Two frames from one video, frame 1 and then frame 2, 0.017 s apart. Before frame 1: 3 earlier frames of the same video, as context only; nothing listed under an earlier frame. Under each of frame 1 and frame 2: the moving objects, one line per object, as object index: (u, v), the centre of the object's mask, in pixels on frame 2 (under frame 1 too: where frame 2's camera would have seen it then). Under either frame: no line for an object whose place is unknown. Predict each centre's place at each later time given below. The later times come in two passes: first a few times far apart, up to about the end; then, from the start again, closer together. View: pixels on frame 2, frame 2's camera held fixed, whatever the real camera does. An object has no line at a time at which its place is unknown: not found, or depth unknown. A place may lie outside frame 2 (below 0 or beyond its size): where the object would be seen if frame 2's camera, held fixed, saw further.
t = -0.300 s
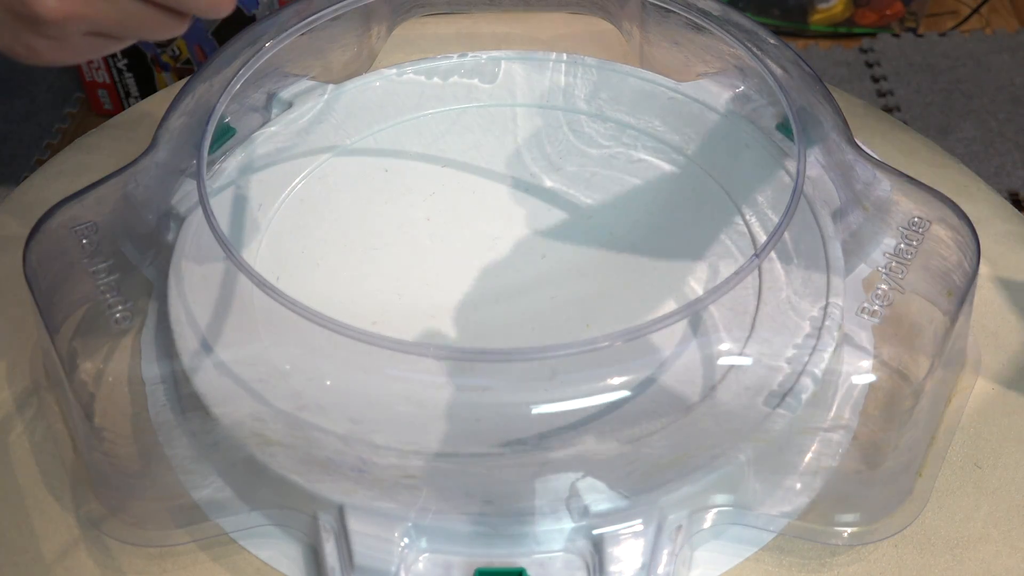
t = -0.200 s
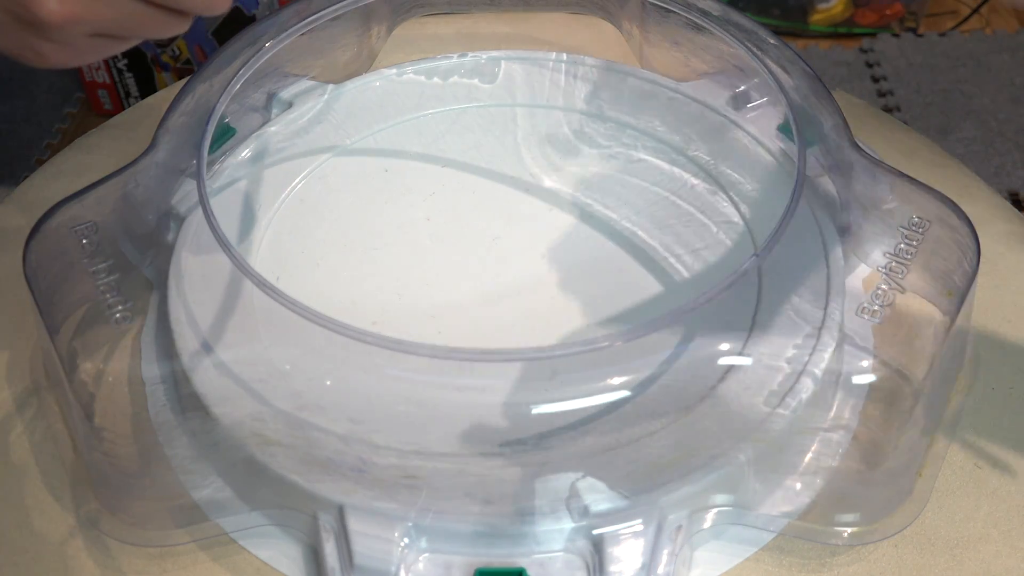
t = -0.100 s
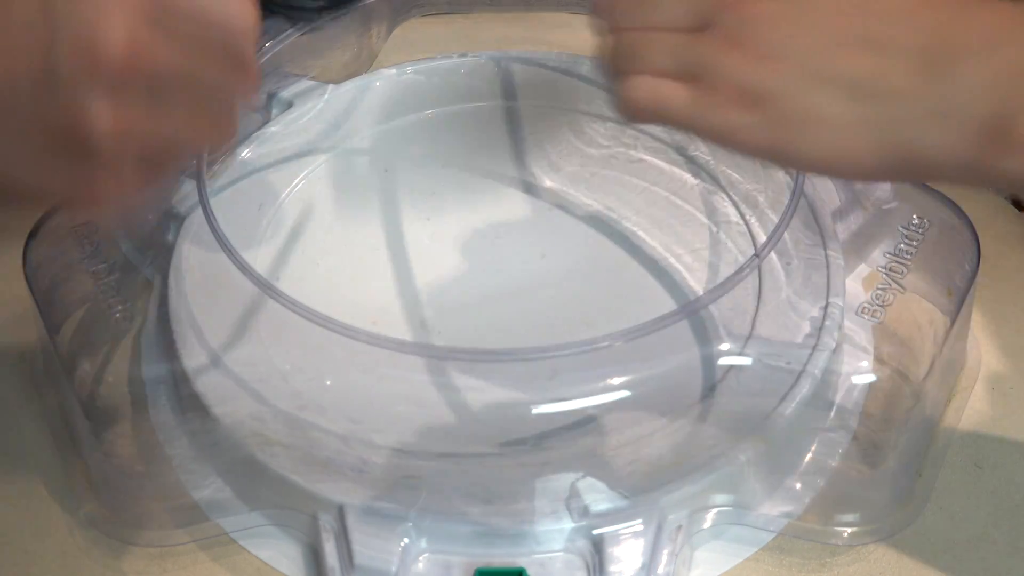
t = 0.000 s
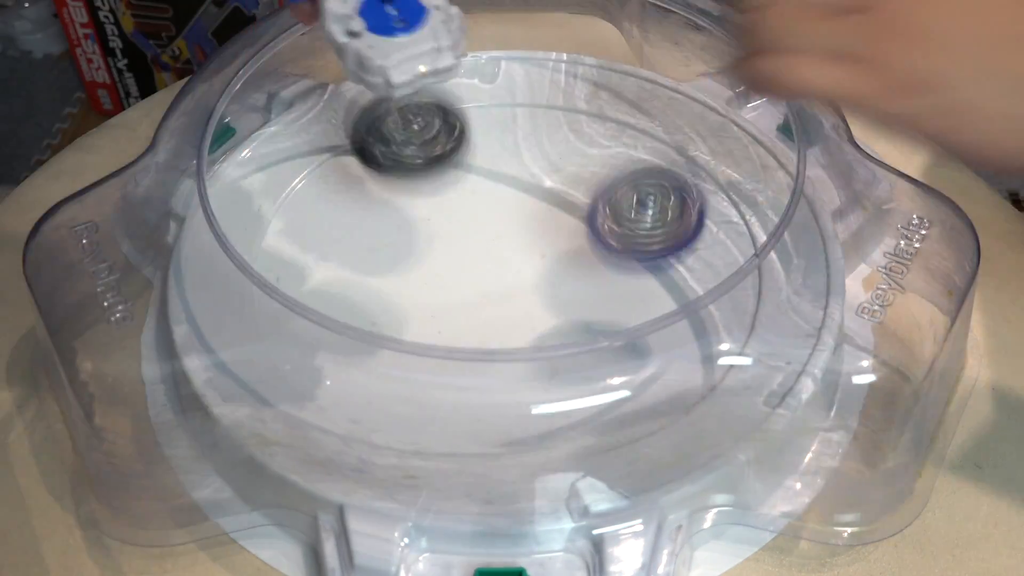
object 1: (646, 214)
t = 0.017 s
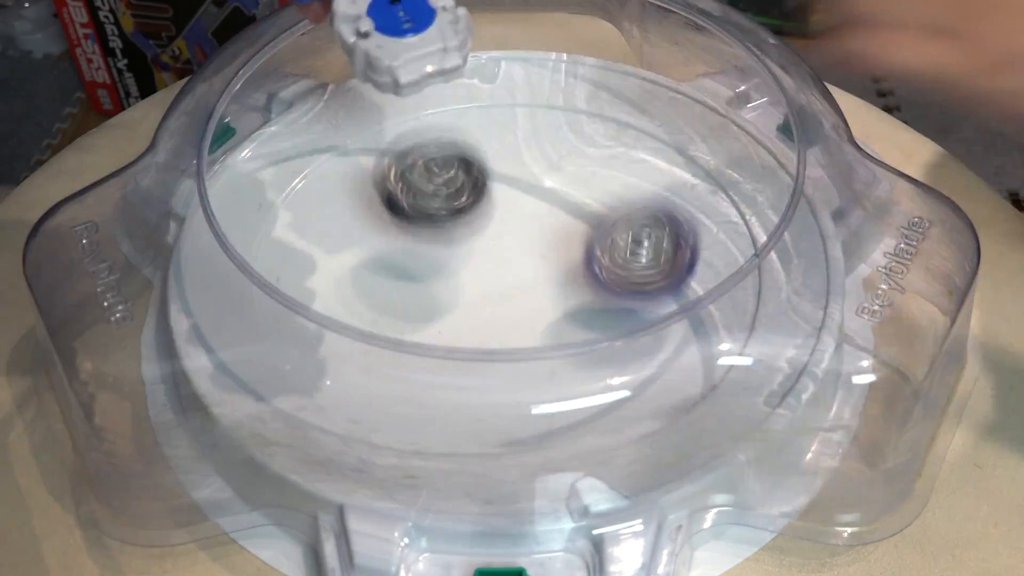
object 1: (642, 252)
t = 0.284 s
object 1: (346, 241)
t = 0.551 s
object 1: (340, 148)
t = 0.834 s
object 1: (604, 170)
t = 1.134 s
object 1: (514, 401)
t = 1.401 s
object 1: (274, 278)
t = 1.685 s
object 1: (521, 82)
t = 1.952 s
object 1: (816, 265)
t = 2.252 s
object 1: (422, 447)
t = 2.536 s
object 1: (305, 174)
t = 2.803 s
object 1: (674, 131)
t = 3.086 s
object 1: (386, 430)
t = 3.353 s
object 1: (316, 214)
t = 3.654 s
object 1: (725, 173)
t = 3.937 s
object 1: (526, 426)
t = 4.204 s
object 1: (285, 163)
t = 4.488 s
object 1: (599, 111)
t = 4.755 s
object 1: (724, 309)
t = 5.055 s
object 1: (385, 363)
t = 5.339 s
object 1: (410, 195)
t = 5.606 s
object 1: (613, 207)
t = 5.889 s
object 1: (468, 310)
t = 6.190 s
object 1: (353, 132)
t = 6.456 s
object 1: (456, 72)
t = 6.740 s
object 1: (612, 195)
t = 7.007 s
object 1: (586, 295)
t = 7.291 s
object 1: (388, 278)
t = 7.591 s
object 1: (395, 311)
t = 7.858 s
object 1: (465, 311)
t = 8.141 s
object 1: (387, 297)
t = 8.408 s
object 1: (440, 212)
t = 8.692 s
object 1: (457, 104)
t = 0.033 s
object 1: (629, 271)
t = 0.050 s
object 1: (611, 265)
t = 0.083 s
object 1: (574, 262)
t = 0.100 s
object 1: (555, 267)
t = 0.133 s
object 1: (513, 281)
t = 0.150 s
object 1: (494, 278)
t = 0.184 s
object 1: (453, 278)
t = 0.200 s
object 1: (434, 273)
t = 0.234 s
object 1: (395, 264)
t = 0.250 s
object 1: (378, 256)
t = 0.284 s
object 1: (346, 241)
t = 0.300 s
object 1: (333, 235)
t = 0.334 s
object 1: (310, 219)
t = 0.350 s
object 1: (301, 210)
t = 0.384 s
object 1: (287, 193)
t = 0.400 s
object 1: (283, 182)
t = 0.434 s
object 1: (285, 170)
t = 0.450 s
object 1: (287, 165)
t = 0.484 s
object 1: (299, 156)
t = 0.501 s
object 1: (308, 153)
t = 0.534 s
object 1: (327, 148)
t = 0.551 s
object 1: (340, 148)
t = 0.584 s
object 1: (368, 144)
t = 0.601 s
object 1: (383, 143)
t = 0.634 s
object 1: (415, 142)
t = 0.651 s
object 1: (431, 140)
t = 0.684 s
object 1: (465, 139)
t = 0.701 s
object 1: (482, 138)
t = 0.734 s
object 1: (516, 140)
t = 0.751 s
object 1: (532, 140)
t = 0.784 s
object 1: (564, 148)
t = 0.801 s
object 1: (578, 153)
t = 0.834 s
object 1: (604, 170)
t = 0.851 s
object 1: (614, 181)
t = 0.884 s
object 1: (630, 202)
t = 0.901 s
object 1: (636, 216)
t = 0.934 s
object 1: (643, 244)
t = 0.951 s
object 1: (643, 259)
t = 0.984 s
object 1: (635, 285)
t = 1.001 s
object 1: (631, 300)
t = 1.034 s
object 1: (613, 332)
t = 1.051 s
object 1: (601, 344)
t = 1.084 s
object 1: (571, 366)
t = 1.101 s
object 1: (553, 379)
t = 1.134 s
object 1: (514, 401)
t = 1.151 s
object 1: (492, 404)
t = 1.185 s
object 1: (449, 408)
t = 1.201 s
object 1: (427, 408)
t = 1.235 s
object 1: (384, 403)
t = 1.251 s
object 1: (363, 398)
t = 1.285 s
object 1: (333, 380)
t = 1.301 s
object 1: (321, 364)
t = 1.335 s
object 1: (301, 339)
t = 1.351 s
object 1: (292, 324)
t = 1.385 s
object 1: (278, 292)
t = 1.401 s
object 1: (274, 278)
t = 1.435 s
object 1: (270, 244)
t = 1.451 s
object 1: (270, 229)
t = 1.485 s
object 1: (273, 195)
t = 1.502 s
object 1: (286, 181)
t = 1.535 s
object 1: (312, 156)
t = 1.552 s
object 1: (327, 142)
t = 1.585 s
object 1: (362, 119)
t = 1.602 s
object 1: (381, 109)
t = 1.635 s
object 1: (429, 88)
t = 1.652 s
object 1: (459, 83)
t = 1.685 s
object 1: (521, 82)
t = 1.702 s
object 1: (551, 87)
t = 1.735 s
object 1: (611, 102)
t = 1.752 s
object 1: (643, 95)
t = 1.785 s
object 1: (705, 106)
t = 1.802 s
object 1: (722, 124)
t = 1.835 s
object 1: (743, 165)
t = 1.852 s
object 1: (746, 188)
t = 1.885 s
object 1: (777, 206)
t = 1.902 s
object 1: (789, 221)
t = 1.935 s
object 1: (807, 246)
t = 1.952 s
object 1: (816, 265)
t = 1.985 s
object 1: (811, 289)
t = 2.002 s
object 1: (806, 304)
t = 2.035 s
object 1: (786, 335)
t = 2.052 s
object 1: (770, 348)
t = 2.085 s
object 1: (734, 378)
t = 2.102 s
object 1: (712, 392)
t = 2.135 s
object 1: (663, 416)
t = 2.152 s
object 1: (631, 425)
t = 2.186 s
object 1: (566, 437)
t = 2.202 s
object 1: (529, 444)
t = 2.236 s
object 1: (459, 452)
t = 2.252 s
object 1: (422, 447)
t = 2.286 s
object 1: (353, 427)
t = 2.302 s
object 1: (324, 416)
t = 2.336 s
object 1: (269, 380)
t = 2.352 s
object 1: (244, 361)
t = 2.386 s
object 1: (203, 322)
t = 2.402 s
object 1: (189, 302)
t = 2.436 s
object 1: (188, 255)
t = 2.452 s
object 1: (194, 239)
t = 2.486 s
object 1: (241, 212)
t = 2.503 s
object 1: (264, 199)
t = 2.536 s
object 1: (305, 174)
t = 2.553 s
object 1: (328, 163)
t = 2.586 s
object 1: (371, 139)
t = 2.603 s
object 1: (393, 128)
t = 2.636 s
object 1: (442, 111)
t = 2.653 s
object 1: (466, 104)
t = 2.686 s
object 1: (514, 94)
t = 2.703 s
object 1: (539, 90)
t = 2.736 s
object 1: (589, 91)
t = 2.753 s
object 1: (613, 94)
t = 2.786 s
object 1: (656, 116)
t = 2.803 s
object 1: (674, 131)
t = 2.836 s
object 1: (715, 169)
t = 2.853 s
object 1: (728, 191)
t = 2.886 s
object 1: (744, 242)
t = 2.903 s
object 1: (743, 269)
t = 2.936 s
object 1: (721, 329)
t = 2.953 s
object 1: (701, 357)
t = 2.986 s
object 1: (642, 396)
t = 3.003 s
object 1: (603, 416)
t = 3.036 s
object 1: (517, 431)
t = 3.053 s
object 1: (468, 433)
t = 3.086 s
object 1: (386, 430)
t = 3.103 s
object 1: (344, 424)
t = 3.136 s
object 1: (288, 389)
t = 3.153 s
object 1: (268, 373)
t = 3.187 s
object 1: (229, 335)
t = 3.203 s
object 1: (216, 318)
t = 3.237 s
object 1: (195, 277)
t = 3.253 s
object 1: (191, 258)
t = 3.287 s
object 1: (218, 237)
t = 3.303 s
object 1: (242, 230)
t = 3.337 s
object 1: (293, 223)
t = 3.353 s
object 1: (316, 214)
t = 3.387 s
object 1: (368, 200)
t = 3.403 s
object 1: (394, 191)
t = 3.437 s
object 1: (444, 177)
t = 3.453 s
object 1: (470, 171)
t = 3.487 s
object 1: (519, 160)
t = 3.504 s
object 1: (544, 158)
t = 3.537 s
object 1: (591, 152)
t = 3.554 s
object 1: (615, 153)
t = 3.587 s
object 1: (658, 154)
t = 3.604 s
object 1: (679, 156)
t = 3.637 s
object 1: (714, 165)
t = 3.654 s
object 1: (725, 173)
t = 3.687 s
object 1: (741, 196)
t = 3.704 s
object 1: (745, 211)
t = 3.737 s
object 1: (750, 244)
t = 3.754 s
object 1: (749, 263)
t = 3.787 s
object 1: (742, 299)
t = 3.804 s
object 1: (728, 322)
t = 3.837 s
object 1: (698, 359)
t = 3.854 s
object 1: (675, 377)
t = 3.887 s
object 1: (625, 404)
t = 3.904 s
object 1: (595, 415)
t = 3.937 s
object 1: (526, 426)
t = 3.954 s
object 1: (490, 429)
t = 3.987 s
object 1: (419, 418)
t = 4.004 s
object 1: (384, 408)
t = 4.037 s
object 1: (322, 378)
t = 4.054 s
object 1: (297, 360)
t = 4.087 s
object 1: (254, 322)
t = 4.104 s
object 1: (254, 292)
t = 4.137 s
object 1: (252, 242)
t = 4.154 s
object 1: (256, 216)
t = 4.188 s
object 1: (276, 174)
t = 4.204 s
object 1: (285, 163)
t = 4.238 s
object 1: (308, 147)
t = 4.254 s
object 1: (322, 137)
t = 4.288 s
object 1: (355, 121)
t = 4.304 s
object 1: (374, 113)
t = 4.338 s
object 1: (415, 104)
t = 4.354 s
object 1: (435, 100)
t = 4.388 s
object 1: (477, 97)
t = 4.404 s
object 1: (497, 97)
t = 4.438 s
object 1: (539, 101)
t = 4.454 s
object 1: (559, 104)
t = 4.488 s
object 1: (599, 111)
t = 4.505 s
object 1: (618, 117)
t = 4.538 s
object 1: (653, 131)
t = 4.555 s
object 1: (669, 139)
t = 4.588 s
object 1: (699, 159)
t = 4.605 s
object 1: (713, 169)
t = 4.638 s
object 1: (727, 198)
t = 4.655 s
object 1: (730, 214)
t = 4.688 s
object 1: (736, 247)
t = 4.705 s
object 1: (737, 262)
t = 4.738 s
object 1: (730, 293)
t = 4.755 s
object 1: (724, 309)
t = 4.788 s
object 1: (705, 339)
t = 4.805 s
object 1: (695, 355)
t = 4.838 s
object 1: (661, 376)
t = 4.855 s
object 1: (643, 385)
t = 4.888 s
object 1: (599, 401)
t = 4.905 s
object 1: (576, 405)
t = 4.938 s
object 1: (528, 410)
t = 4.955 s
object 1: (504, 408)
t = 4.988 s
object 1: (460, 403)
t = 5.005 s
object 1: (438, 397)
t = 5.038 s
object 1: (401, 375)
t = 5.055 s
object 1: (385, 363)
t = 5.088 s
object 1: (361, 338)
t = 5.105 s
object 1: (352, 324)
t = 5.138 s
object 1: (342, 305)
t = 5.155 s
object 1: (341, 298)
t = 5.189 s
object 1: (342, 280)
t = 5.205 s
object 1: (344, 273)
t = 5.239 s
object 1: (351, 252)
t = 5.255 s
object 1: (358, 242)
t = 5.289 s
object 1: (376, 222)
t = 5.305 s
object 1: (386, 213)
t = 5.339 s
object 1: (410, 195)
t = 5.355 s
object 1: (424, 189)
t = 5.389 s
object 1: (454, 178)
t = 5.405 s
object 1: (468, 173)
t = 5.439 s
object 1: (499, 168)
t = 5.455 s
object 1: (511, 168)
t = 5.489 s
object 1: (532, 169)
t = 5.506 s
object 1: (544, 171)
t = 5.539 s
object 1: (568, 179)
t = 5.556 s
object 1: (581, 185)
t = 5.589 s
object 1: (603, 199)
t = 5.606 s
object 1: (613, 207)
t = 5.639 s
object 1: (624, 224)
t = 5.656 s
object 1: (622, 232)
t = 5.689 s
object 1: (616, 252)
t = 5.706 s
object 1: (610, 261)
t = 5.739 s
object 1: (595, 280)
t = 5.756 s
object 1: (583, 289)
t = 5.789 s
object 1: (559, 300)
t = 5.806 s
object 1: (545, 305)
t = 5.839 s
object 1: (514, 310)
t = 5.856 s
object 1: (502, 311)
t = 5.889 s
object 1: (468, 310)
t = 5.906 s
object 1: (455, 307)
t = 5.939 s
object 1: (426, 300)
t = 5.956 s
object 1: (415, 295)
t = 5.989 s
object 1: (395, 279)
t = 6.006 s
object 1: (387, 271)
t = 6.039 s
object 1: (377, 252)
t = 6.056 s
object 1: (374, 242)
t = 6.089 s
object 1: (374, 222)
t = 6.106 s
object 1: (376, 213)
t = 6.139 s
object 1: (377, 186)
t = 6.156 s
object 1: (369, 169)
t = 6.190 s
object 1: (353, 132)
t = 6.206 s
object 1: (348, 115)
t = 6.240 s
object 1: (354, 92)
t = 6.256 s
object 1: (357, 87)
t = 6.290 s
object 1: (365, 78)
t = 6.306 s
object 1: (371, 73)
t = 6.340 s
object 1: (389, 69)
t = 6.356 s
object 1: (397, 69)
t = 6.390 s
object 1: (417, 69)
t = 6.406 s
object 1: (427, 68)
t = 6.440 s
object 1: (447, 68)
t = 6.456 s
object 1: (456, 72)
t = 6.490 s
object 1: (477, 78)
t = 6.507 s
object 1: (489, 80)
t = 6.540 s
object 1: (511, 97)
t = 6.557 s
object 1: (524, 104)
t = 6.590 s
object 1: (546, 122)
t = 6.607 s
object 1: (554, 132)
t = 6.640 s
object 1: (571, 153)
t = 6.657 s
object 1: (579, 166)
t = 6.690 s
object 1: (591, 190)
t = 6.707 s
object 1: (597, 197)
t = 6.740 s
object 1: (612, 195)
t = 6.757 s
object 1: (619, 195)
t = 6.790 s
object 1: (627, 198)
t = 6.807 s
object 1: (630, 202)
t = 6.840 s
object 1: (633, 210)
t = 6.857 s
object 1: (633, 215)
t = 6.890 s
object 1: (629, 229)
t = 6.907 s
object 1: (627, 238)
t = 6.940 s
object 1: (618, 257)
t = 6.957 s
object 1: (611, 266)
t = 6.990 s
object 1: (596, 287)
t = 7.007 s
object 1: (586, 295)
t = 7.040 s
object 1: (561, 307)
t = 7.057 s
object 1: (550, 313)
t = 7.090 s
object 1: (520, 317)
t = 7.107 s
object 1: (508, 319)
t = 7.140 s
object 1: (477, 320)
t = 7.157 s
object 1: (462, 318)
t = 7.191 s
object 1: (438, 312)
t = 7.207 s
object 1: (424, 308)
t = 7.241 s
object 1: (406, 297)
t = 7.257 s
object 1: (398, 291)
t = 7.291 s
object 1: (388, 278)
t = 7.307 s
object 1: (384, 270)
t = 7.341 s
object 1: (381, 255)
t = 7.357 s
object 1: (381, 251)
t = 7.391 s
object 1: (377, 266)
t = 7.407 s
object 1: (377, 274)
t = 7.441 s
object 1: (379, 289)
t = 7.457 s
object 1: (382, 294)
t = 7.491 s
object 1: (386, 301)
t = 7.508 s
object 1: (388, 304)
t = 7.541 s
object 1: (389, 312)
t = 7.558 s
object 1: (389, 315)
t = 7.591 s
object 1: (395, 311)
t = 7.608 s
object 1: (397, 311)
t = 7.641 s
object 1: (399, 313)
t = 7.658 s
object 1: (402, 313)
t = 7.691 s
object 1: (407, 313)
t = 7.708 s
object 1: (410, 314)
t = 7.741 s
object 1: (418, 315)
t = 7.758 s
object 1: (423, 315)
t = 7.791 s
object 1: (435, 313)
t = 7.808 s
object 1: (441, 313)
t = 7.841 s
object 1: (457, 313)
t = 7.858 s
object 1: (465, 311)
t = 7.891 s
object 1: (481, 312)
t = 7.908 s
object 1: (491, 311)
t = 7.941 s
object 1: (506, 310)
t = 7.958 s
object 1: (507, 310)
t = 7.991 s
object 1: (474, 317)
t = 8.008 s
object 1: (461, 318)
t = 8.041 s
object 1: (438, 315)
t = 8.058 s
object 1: (427, 313)
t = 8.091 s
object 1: (407, 307)
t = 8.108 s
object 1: (399, 304)
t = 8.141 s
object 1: (387, 297)
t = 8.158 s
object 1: (383, 294)
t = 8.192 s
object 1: (377, 281)
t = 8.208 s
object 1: (375, 274)
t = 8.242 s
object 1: (376, 261)
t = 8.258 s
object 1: (379, 255)
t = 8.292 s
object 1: (387, 243)
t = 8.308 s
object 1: (394, 237)
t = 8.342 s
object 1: (407, 226)
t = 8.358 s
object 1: (414, 222)
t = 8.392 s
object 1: (431, 215)
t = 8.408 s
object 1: (440, 212)
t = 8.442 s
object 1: (425, 182)
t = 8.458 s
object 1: (418, 168)
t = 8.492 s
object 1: (409, 141)
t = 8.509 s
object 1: (406, 129)
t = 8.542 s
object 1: (406, 112)
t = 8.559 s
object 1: (407, 104)
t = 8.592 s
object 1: (412, 95)
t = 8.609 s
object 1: (418, 92)
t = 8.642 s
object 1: (432, 94)
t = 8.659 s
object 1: (440, 96)
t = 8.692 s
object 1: (457, 104)
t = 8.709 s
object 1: (466, 108)
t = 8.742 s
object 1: (484, 118)
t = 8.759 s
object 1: (492, 124)
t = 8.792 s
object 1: (510, 134)
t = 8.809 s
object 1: (517, 142)
